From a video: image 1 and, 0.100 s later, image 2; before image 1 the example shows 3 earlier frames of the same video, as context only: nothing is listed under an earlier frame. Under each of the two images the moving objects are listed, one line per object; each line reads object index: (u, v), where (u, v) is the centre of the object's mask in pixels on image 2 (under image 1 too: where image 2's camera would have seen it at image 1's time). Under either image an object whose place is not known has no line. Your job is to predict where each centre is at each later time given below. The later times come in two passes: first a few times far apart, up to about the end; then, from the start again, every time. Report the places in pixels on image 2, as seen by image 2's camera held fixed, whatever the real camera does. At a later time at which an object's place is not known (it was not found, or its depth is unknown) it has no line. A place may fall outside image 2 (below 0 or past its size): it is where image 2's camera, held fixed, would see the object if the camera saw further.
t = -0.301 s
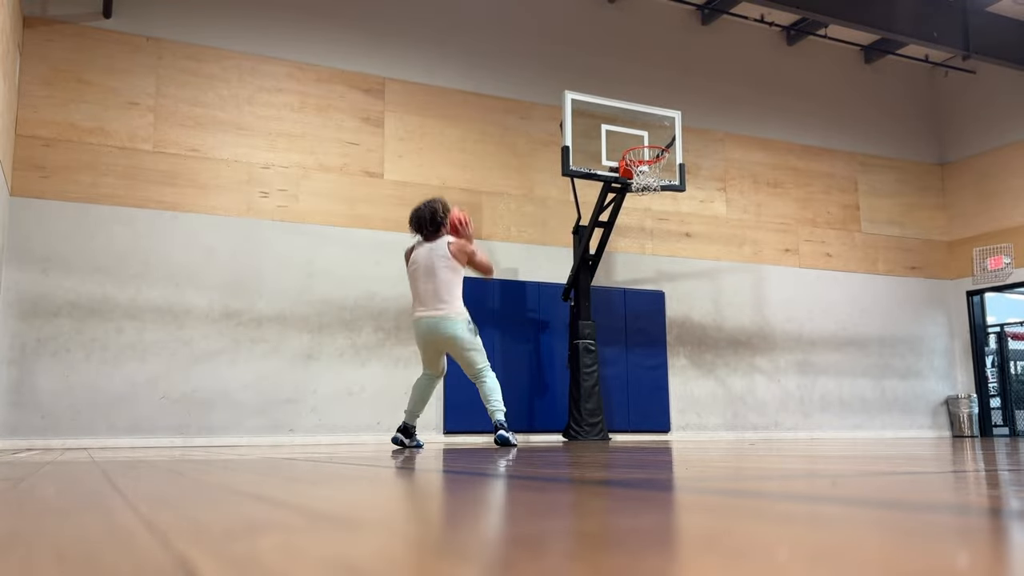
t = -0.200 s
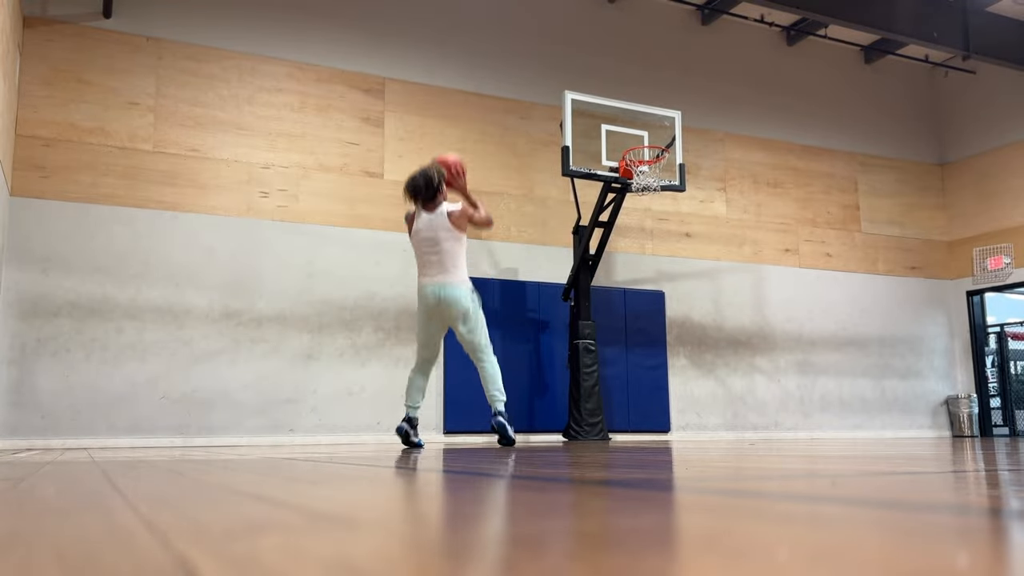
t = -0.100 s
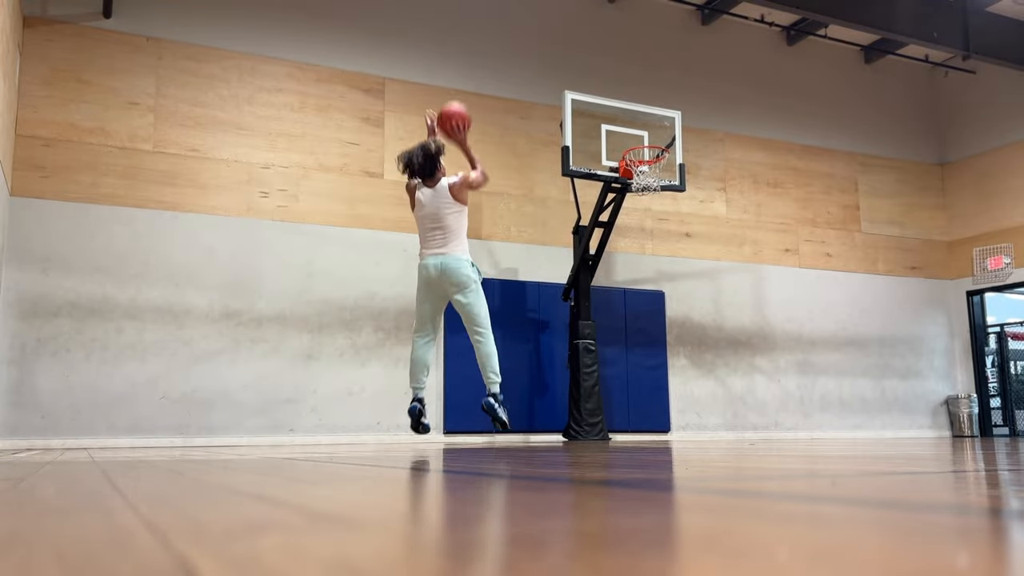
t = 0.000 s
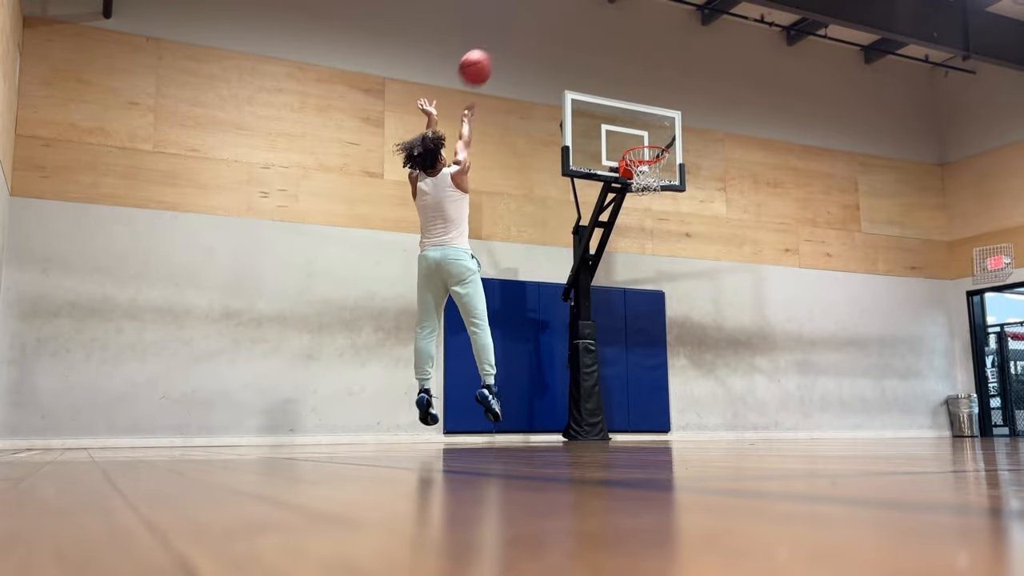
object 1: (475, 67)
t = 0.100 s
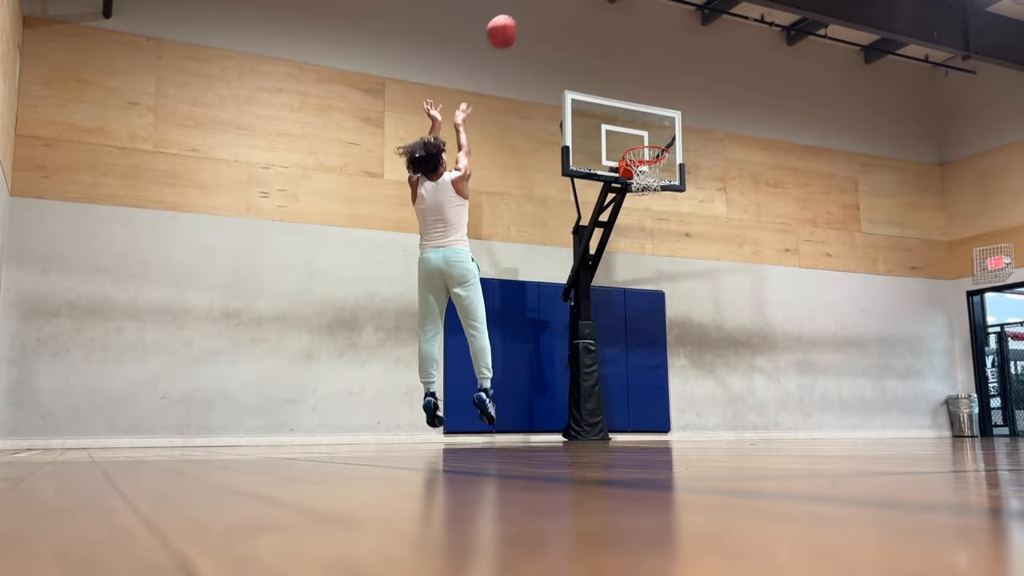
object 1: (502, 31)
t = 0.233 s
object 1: (533, 10)
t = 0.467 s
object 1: (579, 12)
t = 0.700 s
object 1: (618, 66)
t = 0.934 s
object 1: (652, 157)
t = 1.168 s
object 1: (643, 242)
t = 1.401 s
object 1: (636, 375)
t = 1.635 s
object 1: (615, 350)
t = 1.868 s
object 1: (588, 274)
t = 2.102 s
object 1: (561, 250)
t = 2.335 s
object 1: (533, 281)
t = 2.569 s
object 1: (503, 379)
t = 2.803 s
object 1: (471, 360)
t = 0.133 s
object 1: (510, 23)
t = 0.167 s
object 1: (518, 16)
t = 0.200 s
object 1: (526, 12)
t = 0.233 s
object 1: (533, 10)
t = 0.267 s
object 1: (540, 8)
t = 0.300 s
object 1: (547, 8)
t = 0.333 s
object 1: (554, 7)
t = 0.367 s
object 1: (560, 8)
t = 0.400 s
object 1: (567, 9)
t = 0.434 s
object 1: (573, 10)
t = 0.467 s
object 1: (579, 12)
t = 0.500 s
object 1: (585, 17)
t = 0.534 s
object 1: (591, 23)
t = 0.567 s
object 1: (597, 30)
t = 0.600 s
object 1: (602, 38)
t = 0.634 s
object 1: (607, 47)
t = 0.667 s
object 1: (613, 56)
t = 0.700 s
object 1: (618, 66)
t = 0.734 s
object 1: (623, 77)
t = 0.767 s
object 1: (628, 89)
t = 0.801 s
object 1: (633, 101)
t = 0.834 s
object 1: (638, 115)
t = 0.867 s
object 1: (642, 128)
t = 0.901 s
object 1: (647, 140)
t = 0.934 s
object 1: (652, 157)
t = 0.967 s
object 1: (654, 168)
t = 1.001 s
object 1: (651, 187)
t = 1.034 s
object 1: (649, 192)
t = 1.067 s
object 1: (647, 203)
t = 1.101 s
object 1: (646, 215)
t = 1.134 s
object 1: (644, 228)
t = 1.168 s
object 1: (643, 242)
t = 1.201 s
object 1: (642, 258)
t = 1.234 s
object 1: (640, 274)
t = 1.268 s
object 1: (639, 293)
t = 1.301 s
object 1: (639, 311)
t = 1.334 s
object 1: (638, 331)
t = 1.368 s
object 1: (636, 353)
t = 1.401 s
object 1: (636, 375)
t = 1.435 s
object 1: (635, 398)
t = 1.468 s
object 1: (634, 423)
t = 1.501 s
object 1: (631, 416)
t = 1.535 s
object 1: (627, 398)
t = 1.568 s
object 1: (623, 381)
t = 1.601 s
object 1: (619, 365)
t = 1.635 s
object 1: (615, 350)
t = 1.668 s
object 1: (611, 336)
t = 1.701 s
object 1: (607, 323)
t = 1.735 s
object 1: (604, 312)
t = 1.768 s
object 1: (600, 300)
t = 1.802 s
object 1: (596, 291)
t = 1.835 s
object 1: (592, 282)
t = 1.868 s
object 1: (588, 274)
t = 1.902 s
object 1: (585, 268)
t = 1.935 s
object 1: (581, 263)
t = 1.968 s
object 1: (577, 258)
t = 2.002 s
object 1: (573, 254)
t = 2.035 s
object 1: (569, 252)
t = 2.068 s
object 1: (565, 250)
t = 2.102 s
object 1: (561, 250)
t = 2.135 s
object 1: (557, 251)
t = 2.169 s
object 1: (553, 253)
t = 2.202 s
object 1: (549, 256)
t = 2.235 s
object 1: (545, 260)
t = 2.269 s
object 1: (541, 266)
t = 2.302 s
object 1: (537, 272)
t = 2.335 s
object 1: (533, 281)
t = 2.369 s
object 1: (528, 291)
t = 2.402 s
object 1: (525, 301)
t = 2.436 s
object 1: (520, 314)
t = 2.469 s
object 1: (516, 328)
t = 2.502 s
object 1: (512, 343)
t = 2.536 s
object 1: (507, 360)
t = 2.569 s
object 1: (503, 379)
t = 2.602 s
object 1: (498, 400)
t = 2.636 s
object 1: (494, 421)
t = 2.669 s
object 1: (489, 419)
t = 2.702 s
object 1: (484, 403)
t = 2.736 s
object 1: (480, 387)
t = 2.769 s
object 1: (476, 373)
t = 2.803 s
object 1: (471, 360)
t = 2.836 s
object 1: (467, 348)
